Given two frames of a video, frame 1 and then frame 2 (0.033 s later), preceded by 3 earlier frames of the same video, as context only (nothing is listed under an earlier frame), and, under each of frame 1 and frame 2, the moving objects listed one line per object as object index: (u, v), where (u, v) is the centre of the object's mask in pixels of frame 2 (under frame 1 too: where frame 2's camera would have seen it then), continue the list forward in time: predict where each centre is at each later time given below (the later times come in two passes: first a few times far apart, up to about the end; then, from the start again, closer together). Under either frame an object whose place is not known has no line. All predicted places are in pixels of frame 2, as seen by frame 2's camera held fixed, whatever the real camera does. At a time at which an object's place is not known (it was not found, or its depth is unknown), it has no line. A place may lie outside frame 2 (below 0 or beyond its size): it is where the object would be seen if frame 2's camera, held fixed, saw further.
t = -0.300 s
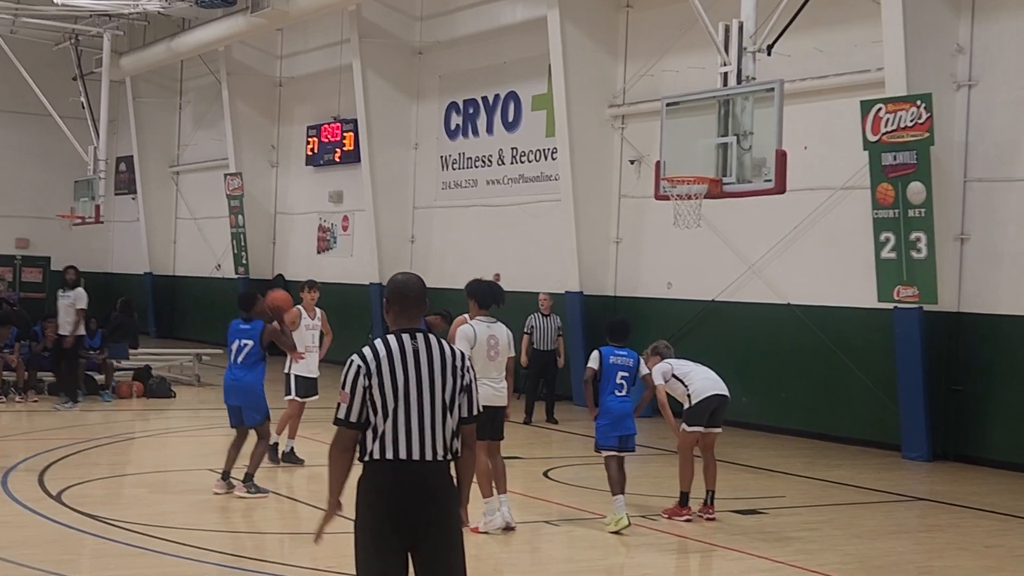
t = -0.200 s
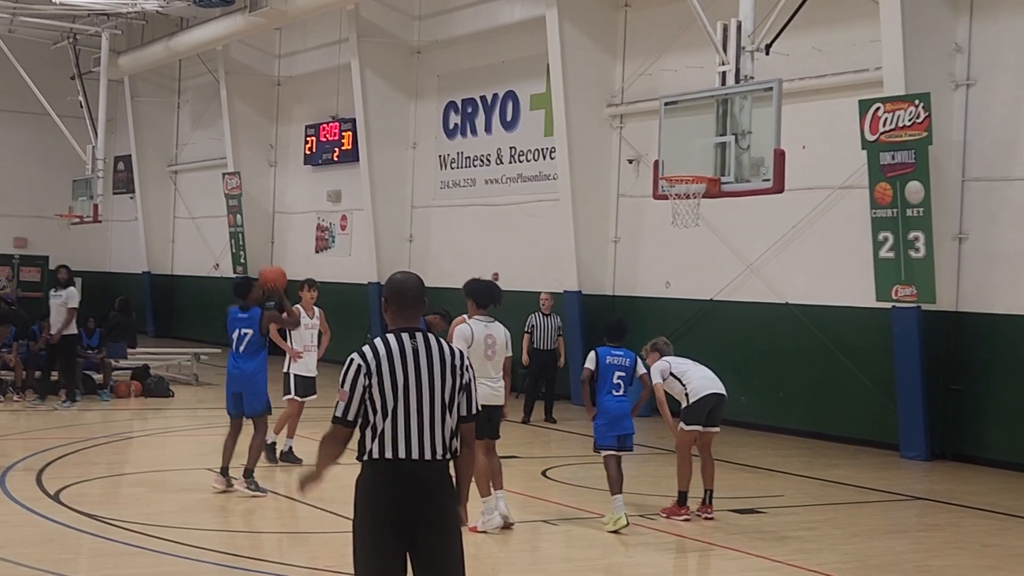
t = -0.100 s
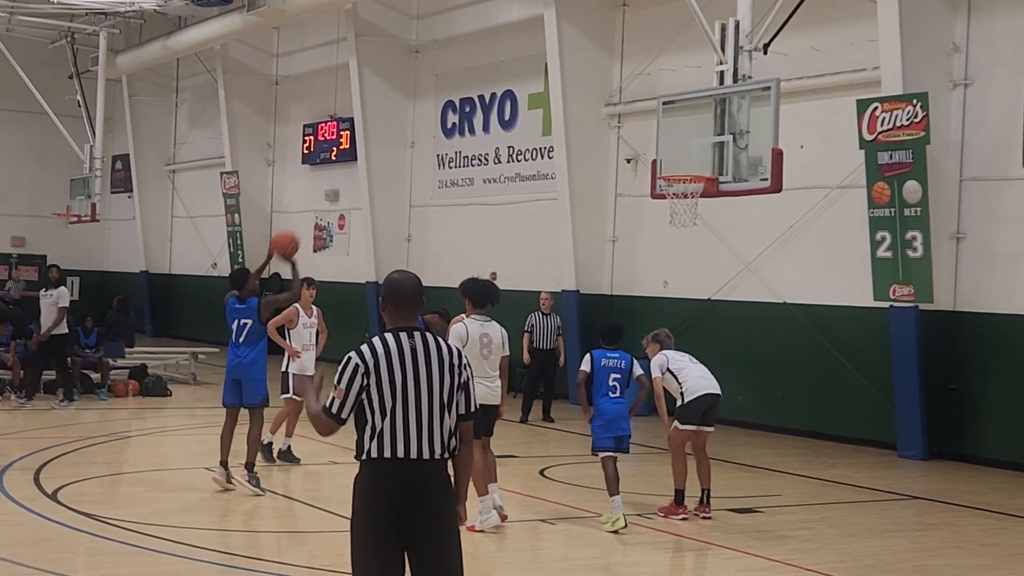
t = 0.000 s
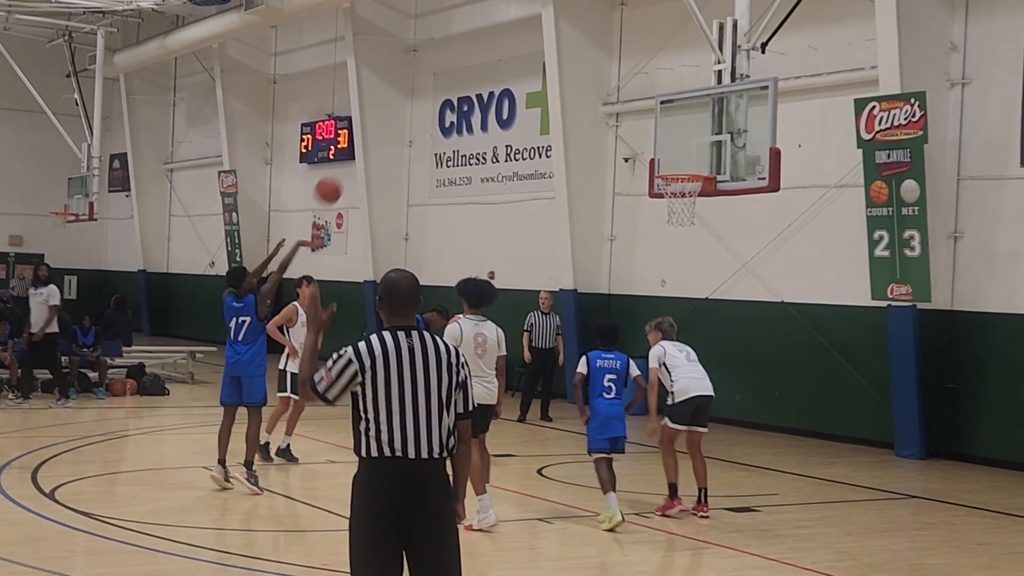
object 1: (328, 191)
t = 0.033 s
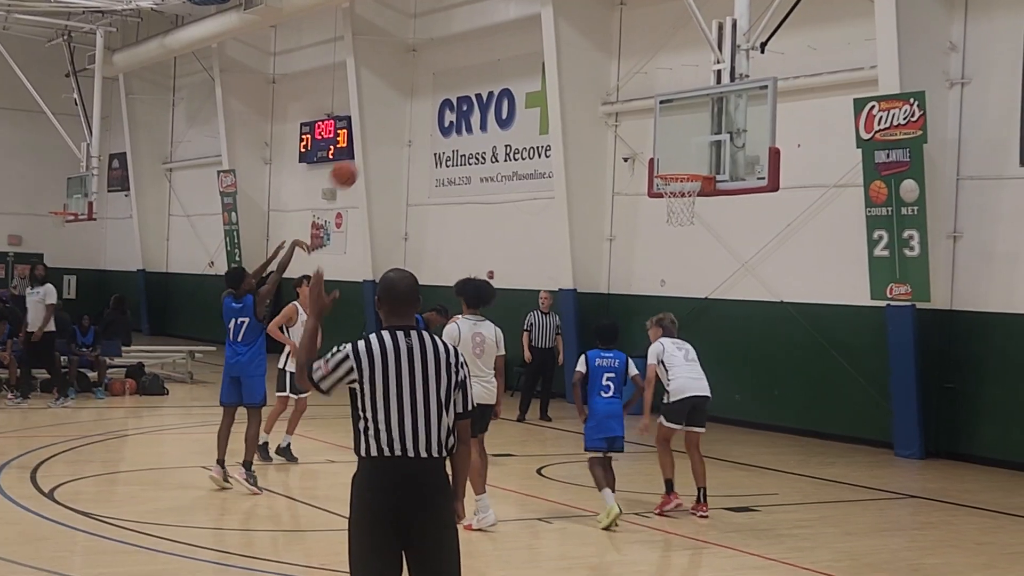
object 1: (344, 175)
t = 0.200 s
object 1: (422, 118)
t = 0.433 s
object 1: (522, 92)
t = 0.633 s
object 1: (598, 112)
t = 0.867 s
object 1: (678, 184)
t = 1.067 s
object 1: (699, 214)
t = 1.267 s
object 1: (699, 274)
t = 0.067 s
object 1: (360, 160)
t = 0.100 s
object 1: (376, 148)
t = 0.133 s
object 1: (392, 137)
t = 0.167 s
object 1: (407, 126)
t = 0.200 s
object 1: (422, 118)
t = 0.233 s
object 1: (437, 111)
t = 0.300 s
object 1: (466, 100)
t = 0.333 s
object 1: (480, 96)
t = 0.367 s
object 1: (495, 93)
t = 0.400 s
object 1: (508, 92)
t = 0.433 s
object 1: (522, 92)
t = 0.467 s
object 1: (535, 92)
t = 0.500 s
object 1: (548, 94)
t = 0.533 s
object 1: (561, 97)
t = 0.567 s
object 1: (573, 101)
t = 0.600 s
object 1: (586, 106)
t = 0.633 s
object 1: (598, 112)
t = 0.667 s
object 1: (610, 119)
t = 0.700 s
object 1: (621, 127)
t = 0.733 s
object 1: (634, 137)
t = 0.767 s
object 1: (645, 147)
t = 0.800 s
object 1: (657, 158)
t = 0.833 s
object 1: (668, 166)
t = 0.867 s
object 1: (678, 184)
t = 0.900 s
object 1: (688, 194)
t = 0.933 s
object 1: (695, 197)
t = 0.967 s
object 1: (699, 198)
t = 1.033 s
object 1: (698, 209)
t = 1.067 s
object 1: (699, 214)
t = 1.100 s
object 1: (699, 221)
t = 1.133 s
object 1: (699, 230)
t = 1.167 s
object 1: (699, 239)
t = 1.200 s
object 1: (699, 250)
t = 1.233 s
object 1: (699, 261)
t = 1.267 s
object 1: (699, 274)
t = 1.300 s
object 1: (699, 288)
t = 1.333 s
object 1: (699, 303)
